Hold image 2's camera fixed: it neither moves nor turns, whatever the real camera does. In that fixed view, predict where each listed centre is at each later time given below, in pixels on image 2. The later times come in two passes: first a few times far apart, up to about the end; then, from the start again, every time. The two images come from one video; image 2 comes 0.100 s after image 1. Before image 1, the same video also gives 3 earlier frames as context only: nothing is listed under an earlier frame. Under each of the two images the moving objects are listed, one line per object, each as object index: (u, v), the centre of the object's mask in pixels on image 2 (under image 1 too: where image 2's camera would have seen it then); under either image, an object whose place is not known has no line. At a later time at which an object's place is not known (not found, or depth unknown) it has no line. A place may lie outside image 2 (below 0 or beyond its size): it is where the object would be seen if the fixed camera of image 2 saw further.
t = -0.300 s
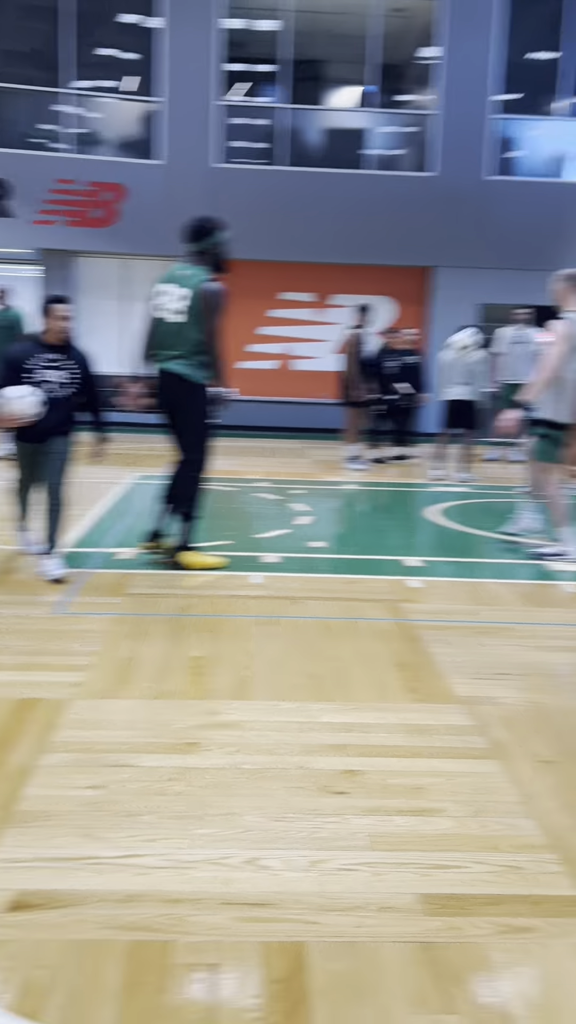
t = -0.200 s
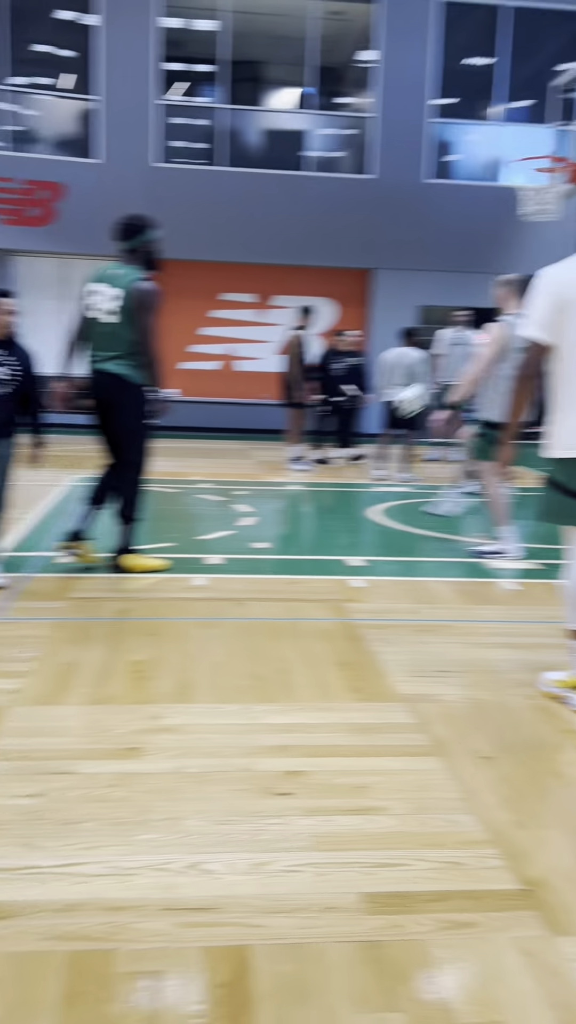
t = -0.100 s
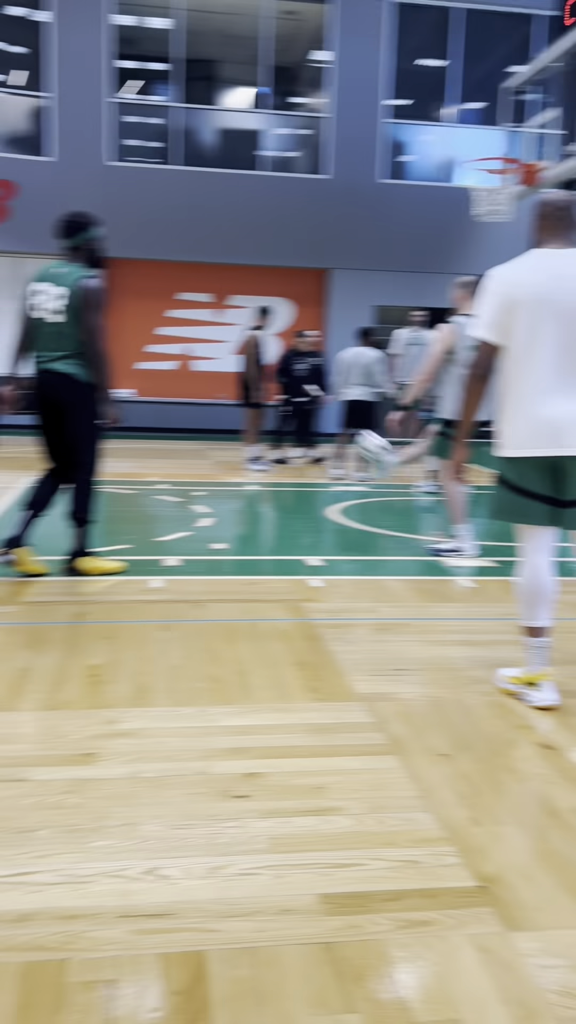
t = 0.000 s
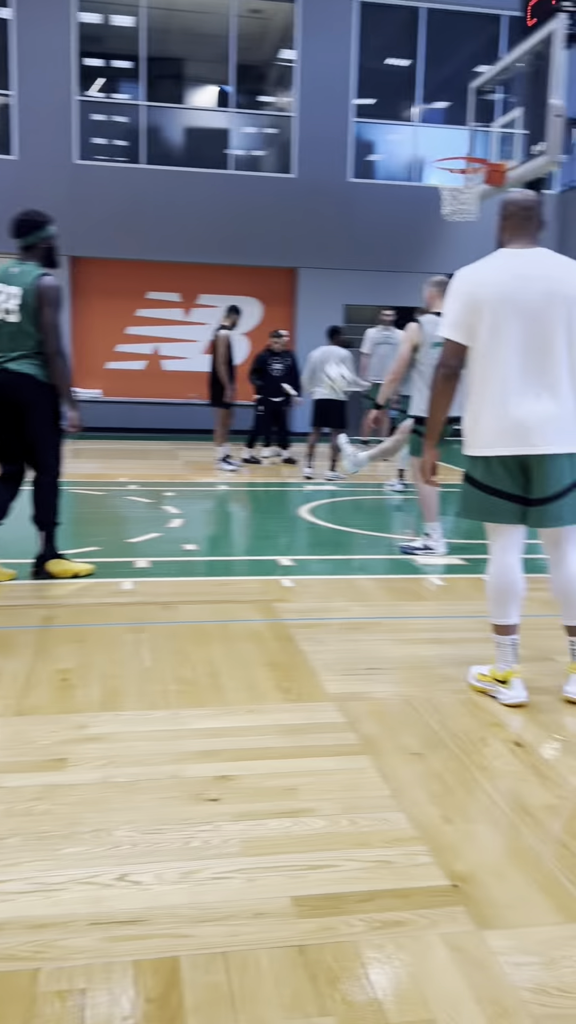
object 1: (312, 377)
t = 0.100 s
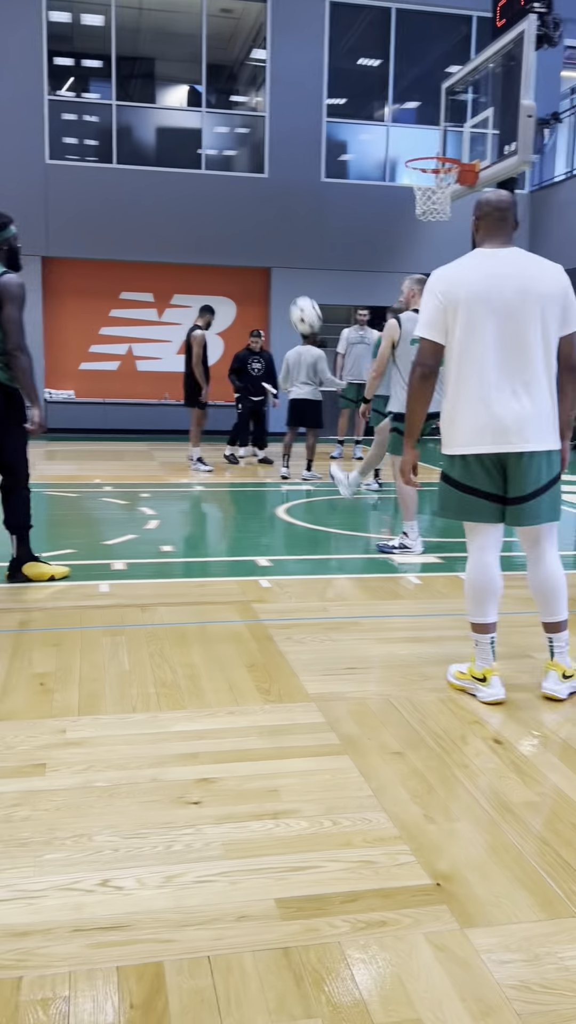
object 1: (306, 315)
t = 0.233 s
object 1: (297, 244)
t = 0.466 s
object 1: (282, 163)
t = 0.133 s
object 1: (303, 295)
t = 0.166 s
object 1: (301, 277)
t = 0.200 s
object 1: (299, 260)
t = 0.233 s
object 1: (297, 244)
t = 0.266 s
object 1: (294, 229)
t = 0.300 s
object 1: (292, 214)
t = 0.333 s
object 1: (290, 202)
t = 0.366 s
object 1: (288, 189)
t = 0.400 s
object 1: (286, 179)
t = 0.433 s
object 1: (284, 170)
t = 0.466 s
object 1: (282, 163)
